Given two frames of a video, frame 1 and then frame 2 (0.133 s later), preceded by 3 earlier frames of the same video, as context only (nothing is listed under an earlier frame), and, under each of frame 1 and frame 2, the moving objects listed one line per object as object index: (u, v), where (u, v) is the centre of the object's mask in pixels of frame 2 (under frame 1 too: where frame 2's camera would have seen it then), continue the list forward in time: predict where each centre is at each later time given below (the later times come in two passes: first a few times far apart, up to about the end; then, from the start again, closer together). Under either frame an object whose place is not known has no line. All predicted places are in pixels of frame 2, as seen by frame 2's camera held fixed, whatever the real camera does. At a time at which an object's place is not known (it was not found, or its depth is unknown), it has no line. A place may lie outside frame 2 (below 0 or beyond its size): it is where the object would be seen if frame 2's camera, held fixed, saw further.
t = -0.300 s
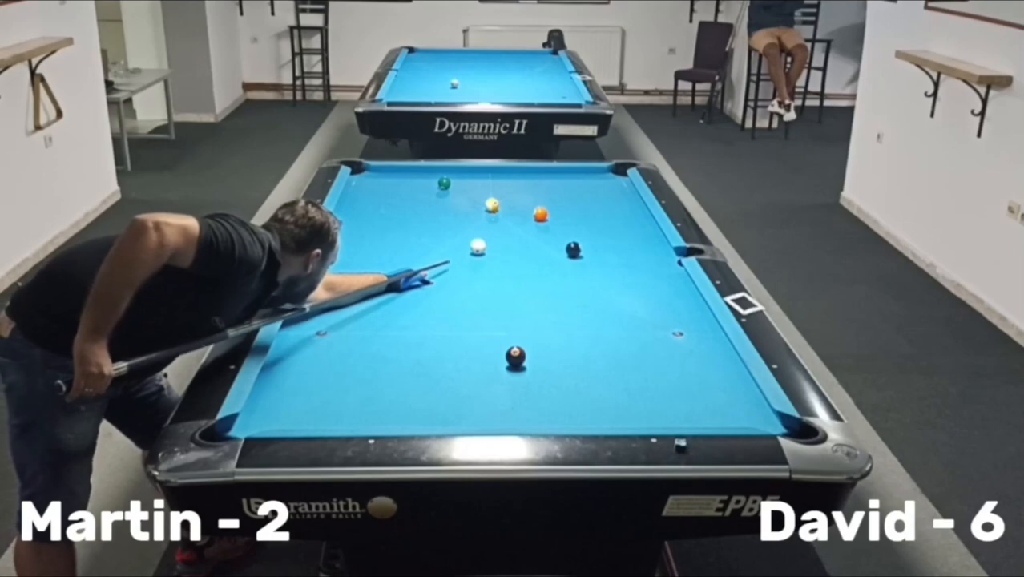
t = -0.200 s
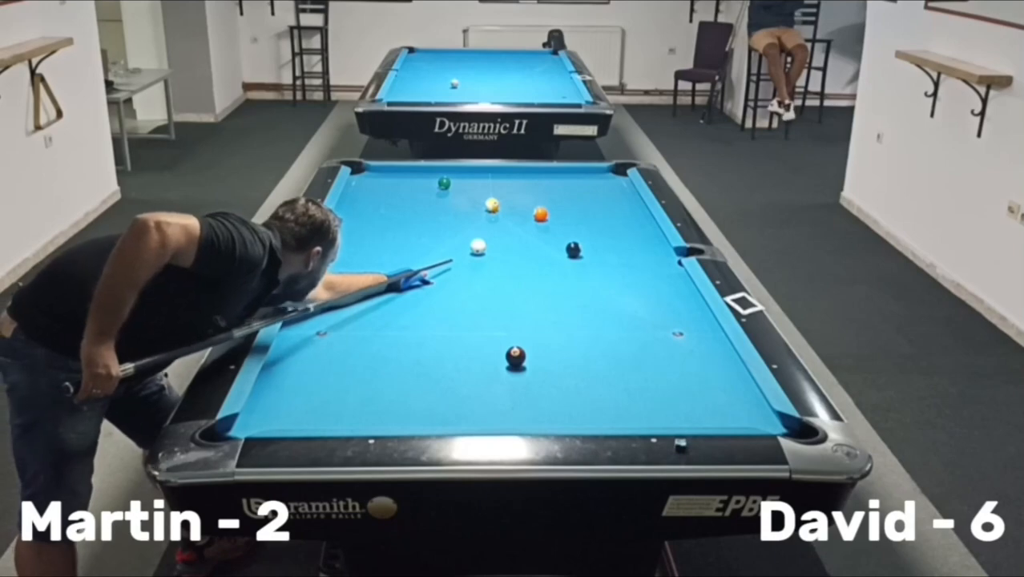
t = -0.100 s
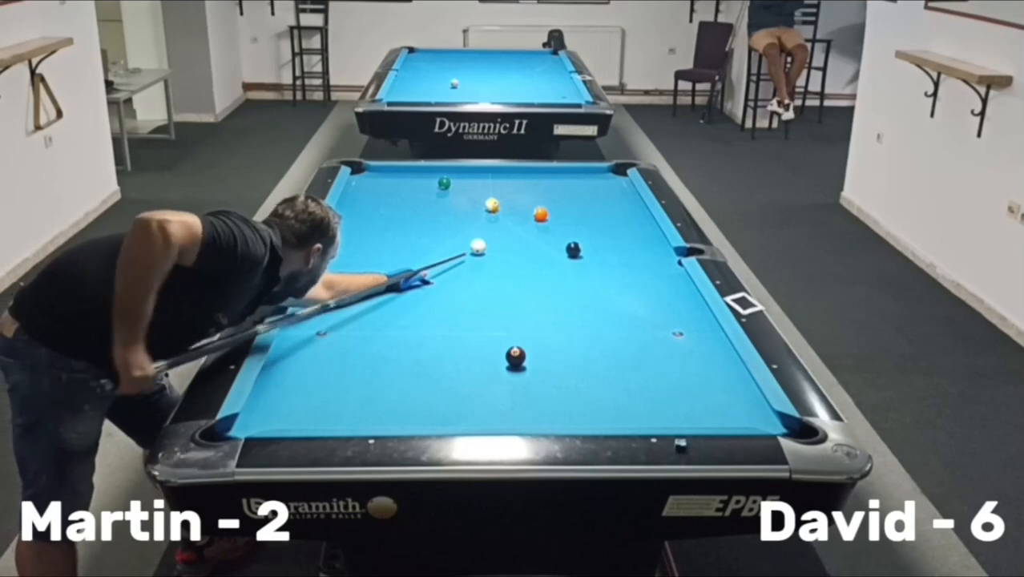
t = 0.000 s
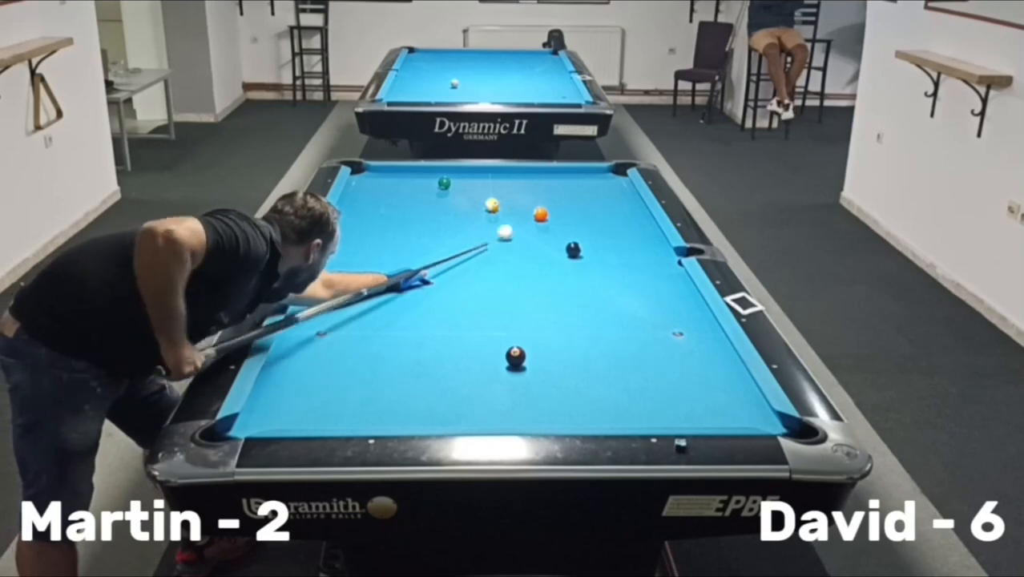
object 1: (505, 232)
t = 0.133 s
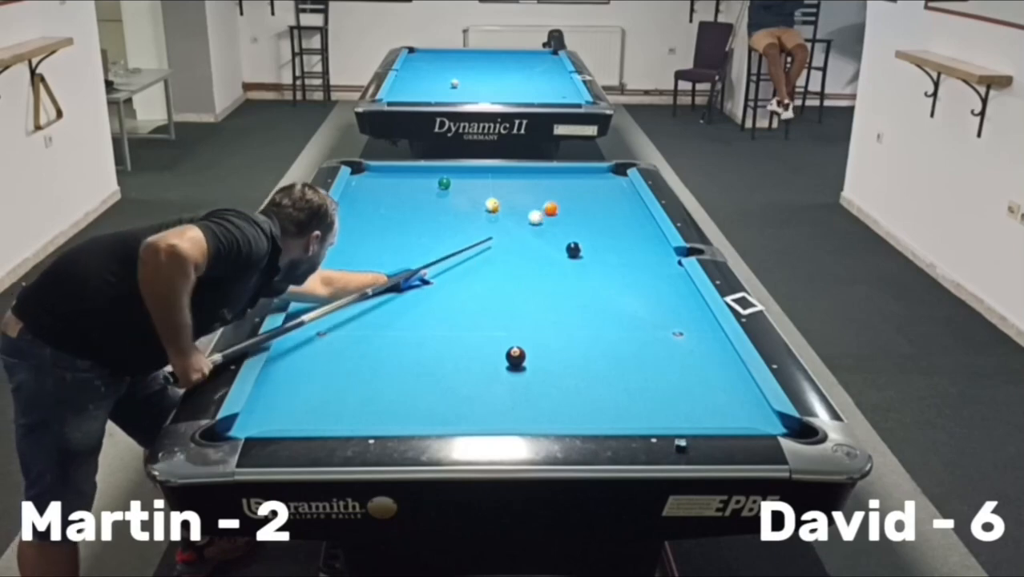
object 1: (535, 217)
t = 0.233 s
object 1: (537, 217)
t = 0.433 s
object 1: (541, 216)
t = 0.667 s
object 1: (544, 216)
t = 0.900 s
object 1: (546, 216)
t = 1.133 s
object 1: (547, 216)
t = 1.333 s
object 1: (546, 215)
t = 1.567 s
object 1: (546, 216)
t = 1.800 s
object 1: (546, 216)
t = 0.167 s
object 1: (536, 217)
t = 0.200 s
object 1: (537, 217)
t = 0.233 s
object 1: (537, 217)
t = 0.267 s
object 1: (538, 216)
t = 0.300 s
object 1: (539, 217)
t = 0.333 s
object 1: (539, 216)
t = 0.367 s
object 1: (540, 216)
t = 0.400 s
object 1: (541, 216)
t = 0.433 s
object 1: (541, 216)
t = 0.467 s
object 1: (542, 216)
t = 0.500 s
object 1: (542, 216)
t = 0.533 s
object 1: (543, 216)
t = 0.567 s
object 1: (543, 216)
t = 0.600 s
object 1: (544, 216)
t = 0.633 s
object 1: (544, 216)
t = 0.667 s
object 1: (544, 216)
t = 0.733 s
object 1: (545, 216)
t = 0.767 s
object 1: (545, 216)
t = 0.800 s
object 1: (546, 216)
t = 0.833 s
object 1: (546, 216)
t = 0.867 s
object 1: (546, 216)
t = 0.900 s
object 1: (546, 216)
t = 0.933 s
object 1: (546, 216)
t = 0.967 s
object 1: (546, 216)
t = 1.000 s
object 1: (547, 216)
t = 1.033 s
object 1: (547, 216)
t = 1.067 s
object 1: (547, 216)
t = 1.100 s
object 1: (547, 216)
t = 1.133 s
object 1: (547, 216)
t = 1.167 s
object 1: (547, 216)
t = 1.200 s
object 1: (547, 216)
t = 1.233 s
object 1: (547, 216)
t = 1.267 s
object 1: (546, 216)
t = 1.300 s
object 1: (546, 216)
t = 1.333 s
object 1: (546, 215)
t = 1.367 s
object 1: (546, 216)
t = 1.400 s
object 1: (546, 216)
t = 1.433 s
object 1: (546, 216)
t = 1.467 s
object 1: (546, 216)
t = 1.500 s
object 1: (546, 216)
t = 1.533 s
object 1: (546, 216)
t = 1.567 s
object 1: (546, 216)
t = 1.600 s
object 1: (546, 216)
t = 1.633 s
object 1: (546, 216)
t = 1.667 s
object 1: (546, 216)
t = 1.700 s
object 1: (546, 216)
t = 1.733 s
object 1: (546, 216)
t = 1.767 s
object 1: (546, 216)
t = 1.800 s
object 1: (546, 216)
